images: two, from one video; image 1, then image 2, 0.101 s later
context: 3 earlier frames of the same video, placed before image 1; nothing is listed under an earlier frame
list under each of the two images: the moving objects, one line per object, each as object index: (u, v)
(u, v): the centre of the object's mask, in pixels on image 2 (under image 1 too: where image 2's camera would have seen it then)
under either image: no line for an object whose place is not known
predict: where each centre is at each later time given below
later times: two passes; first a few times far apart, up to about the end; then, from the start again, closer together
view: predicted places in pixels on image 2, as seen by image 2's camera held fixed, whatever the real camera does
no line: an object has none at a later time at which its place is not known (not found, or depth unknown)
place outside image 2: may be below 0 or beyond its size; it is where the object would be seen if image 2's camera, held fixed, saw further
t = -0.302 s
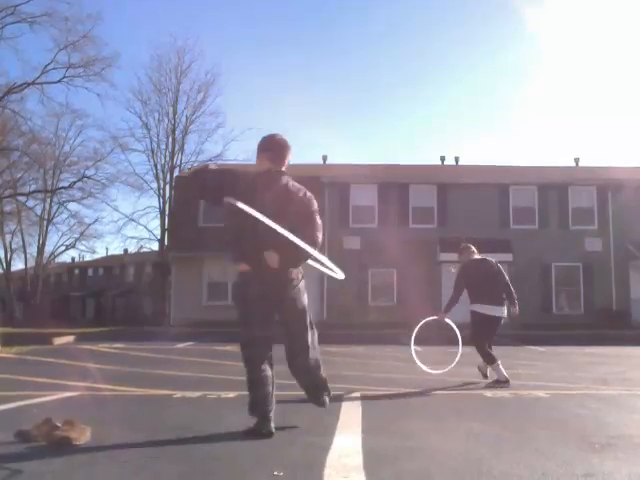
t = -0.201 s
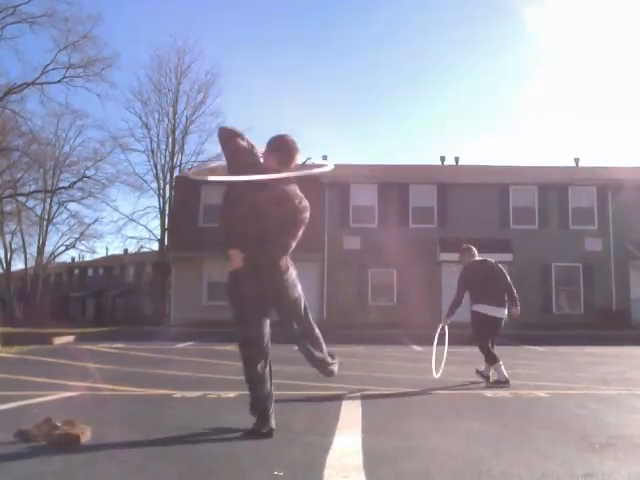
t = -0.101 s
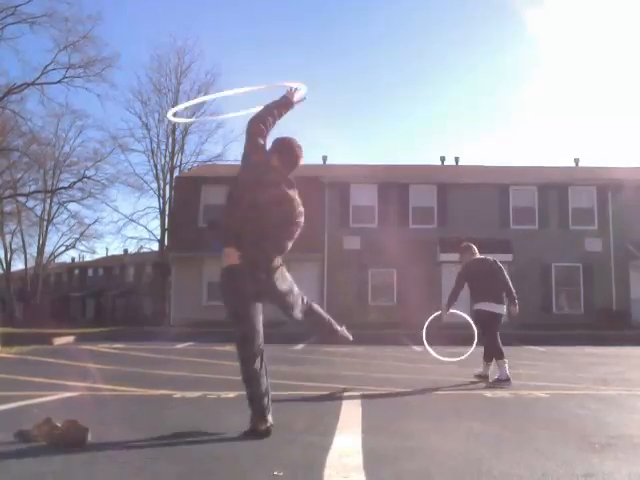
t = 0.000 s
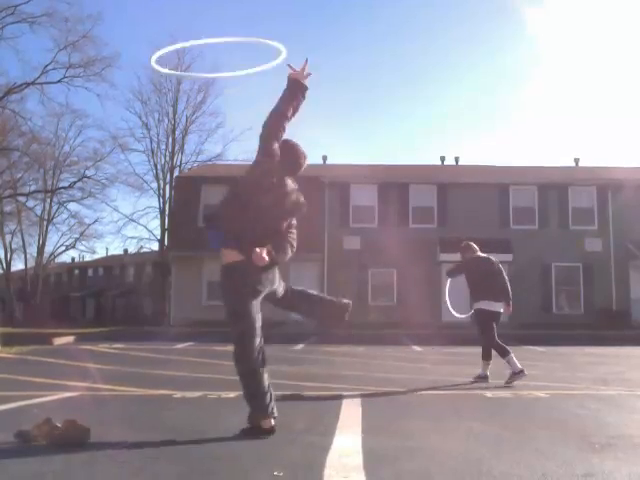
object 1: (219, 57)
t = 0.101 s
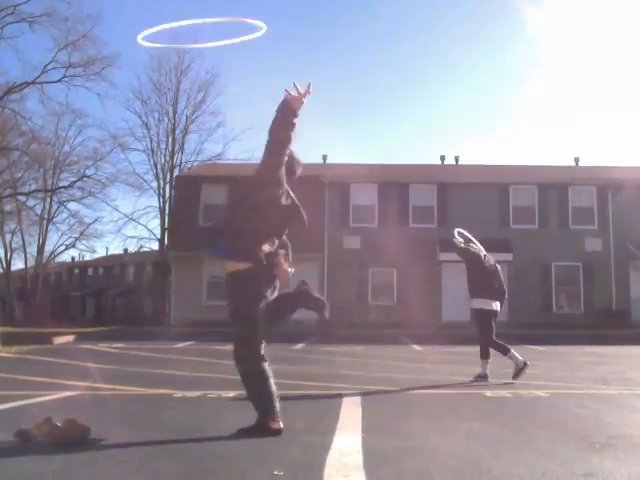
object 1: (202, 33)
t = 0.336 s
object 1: (163, 38)
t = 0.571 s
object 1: (121, 116)
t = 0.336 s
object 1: (163, 38)
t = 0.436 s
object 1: (141, 57)
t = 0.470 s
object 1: (138, 75)
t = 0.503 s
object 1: (130, 78)
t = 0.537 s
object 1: (127, 101)
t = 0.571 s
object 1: (121, 116)
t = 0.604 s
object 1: (116, 132)
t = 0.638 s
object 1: (111, 148)
